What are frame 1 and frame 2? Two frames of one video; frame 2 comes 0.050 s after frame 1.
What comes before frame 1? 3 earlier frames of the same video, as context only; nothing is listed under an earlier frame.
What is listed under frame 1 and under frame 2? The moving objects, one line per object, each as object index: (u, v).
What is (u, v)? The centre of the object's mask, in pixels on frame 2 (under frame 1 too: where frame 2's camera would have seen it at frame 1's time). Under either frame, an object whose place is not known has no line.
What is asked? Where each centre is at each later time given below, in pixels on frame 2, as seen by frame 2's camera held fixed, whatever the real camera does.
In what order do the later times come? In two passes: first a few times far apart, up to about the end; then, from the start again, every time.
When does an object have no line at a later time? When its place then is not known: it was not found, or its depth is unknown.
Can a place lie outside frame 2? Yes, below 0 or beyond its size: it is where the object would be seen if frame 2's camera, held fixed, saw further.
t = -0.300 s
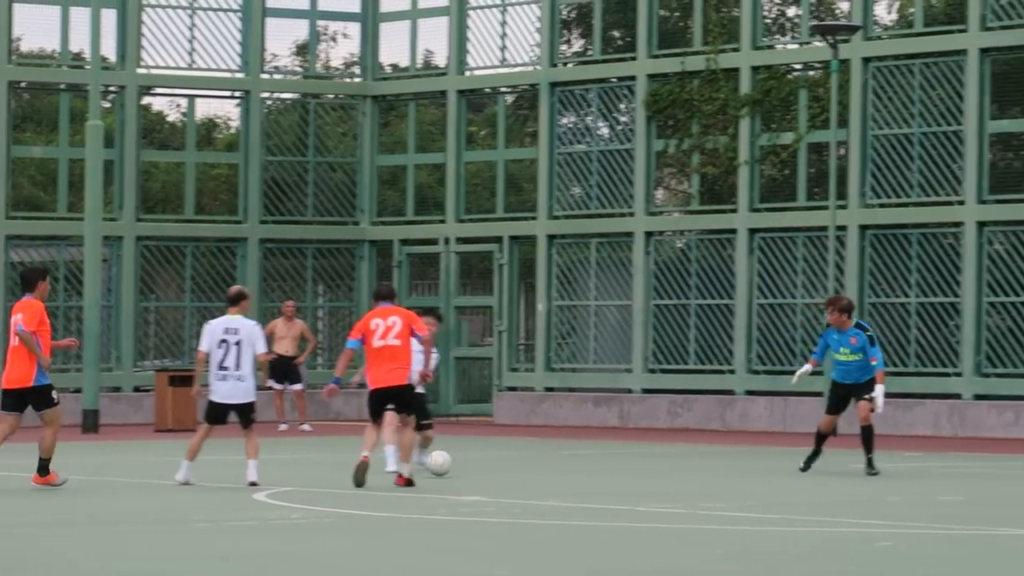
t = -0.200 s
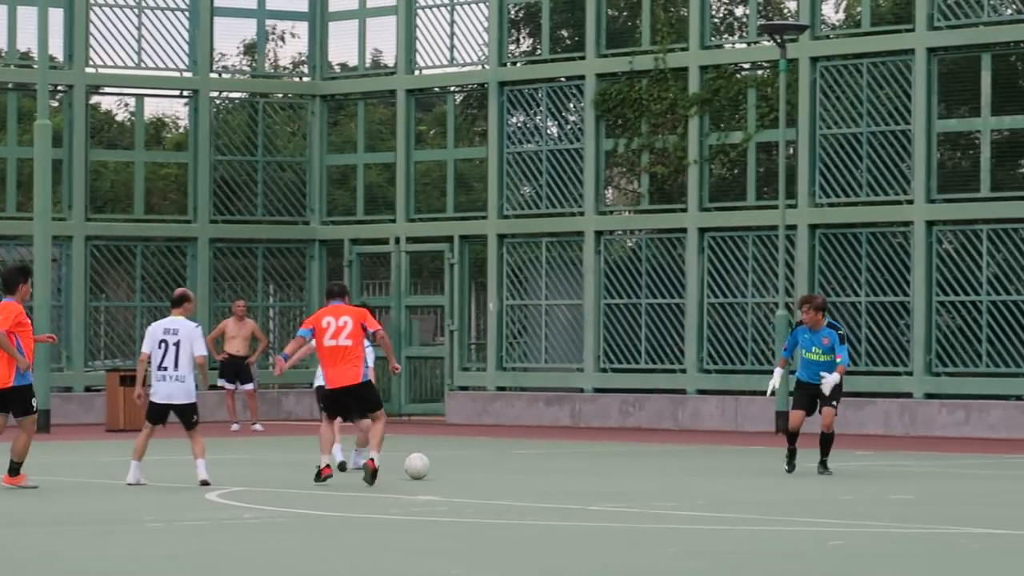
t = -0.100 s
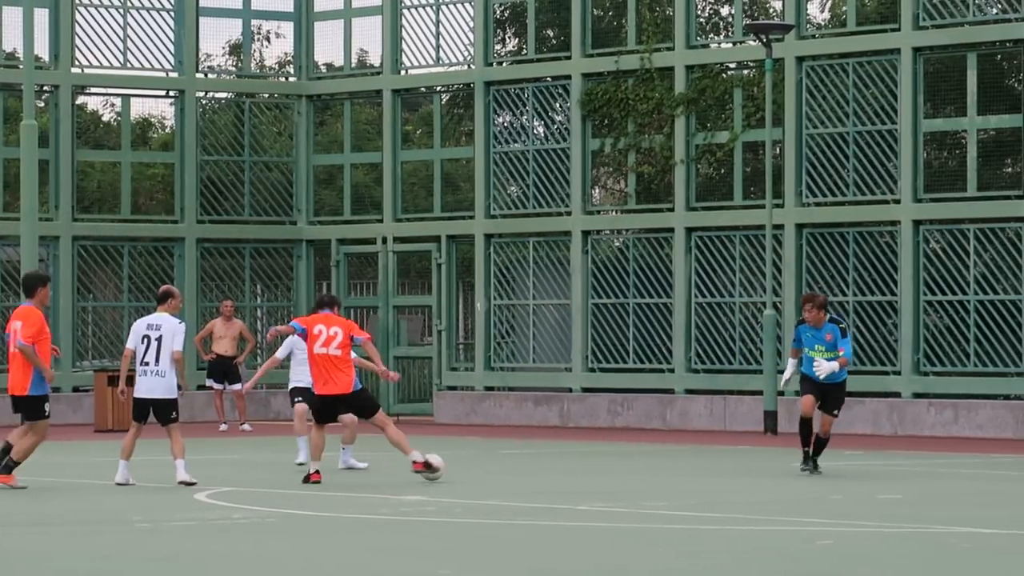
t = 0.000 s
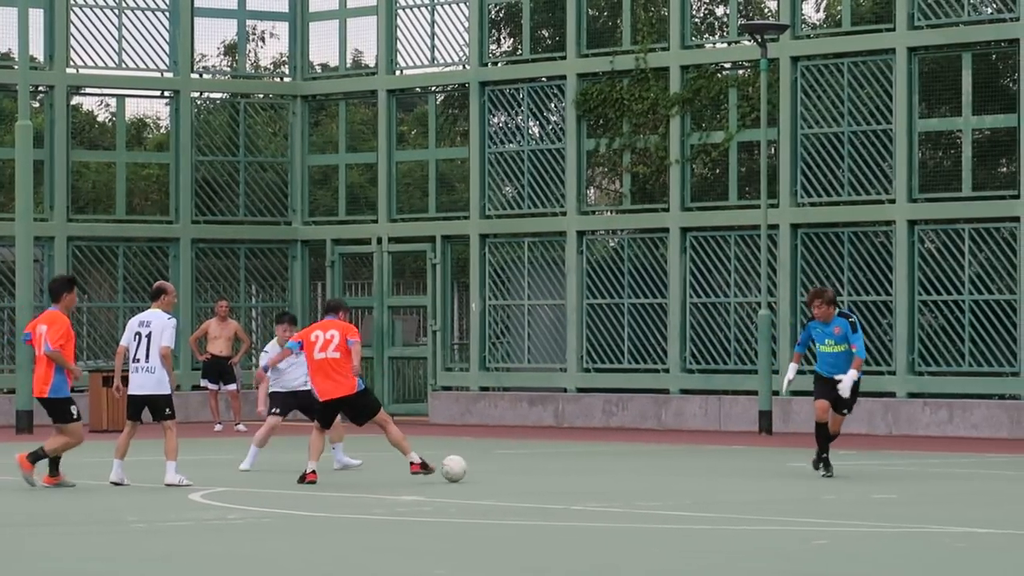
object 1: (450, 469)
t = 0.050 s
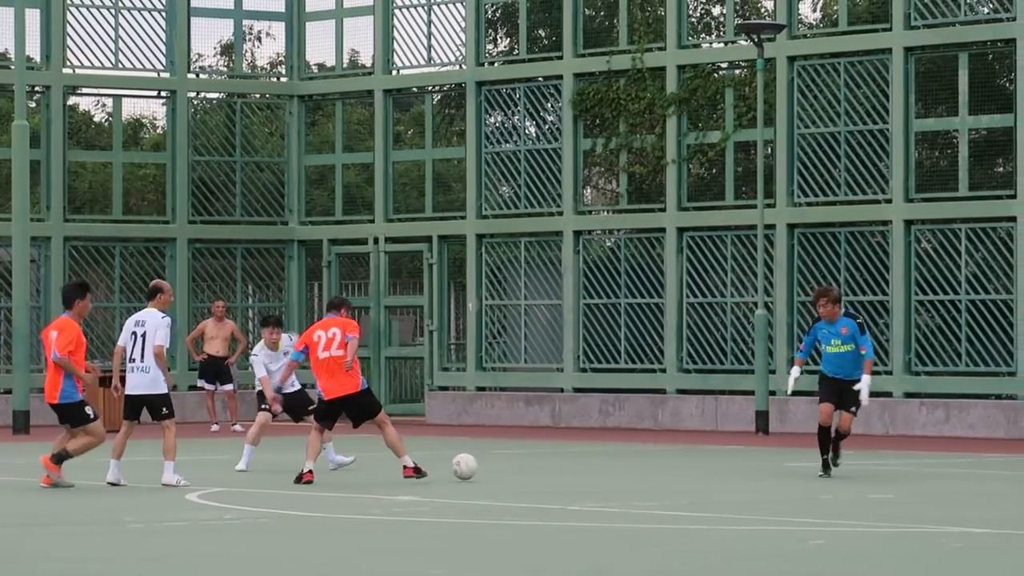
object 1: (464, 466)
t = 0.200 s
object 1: (504, 467)
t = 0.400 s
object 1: (553, 465)
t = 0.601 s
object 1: (600, 465)
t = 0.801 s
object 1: (646, 464)
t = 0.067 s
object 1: (469, 466)
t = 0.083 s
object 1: (473, 466)
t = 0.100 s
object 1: (478, 467)
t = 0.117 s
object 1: (483, 468)
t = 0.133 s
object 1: (487, 467)
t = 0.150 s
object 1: (491, 466)
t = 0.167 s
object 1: (496, 466)
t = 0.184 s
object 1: (500, 467)
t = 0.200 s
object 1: (504, 467)
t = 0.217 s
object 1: (509, 467)
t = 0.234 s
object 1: (512, 466)
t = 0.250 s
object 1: (516, 466)
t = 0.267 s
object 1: (520, 466)
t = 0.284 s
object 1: (524, 466)
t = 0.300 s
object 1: (529, 466)
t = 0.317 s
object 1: (533, 466)
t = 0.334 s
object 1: (537, 466)
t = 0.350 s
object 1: (540, 466)
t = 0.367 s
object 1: (545, 466)
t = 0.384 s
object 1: (549, 465)
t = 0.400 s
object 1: (553, 465)
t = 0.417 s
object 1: (557, 465)
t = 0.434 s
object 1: (561, 465)
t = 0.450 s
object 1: (565, 466)
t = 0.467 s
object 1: (569, 466)
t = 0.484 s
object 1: (573, 465)
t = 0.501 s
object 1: (577, 465)
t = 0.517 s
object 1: (581, 465)
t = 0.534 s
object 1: (585, 465)
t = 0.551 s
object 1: (589, 466)
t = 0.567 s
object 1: (593, 465)
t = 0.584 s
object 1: (596, 465)
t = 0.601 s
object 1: (600, 465)
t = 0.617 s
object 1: (604, 465)
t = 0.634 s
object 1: (608, 465)
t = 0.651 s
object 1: (612, 464)
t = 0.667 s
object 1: (616, 464)
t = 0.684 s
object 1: (620, 464)
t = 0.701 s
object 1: (624, 464)
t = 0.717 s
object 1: (628, 464)
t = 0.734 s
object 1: (631, 464)
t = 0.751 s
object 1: (635, 464)
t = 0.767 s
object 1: (639, 464)
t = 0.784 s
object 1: (642, 464)
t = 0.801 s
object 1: (646, 464)
